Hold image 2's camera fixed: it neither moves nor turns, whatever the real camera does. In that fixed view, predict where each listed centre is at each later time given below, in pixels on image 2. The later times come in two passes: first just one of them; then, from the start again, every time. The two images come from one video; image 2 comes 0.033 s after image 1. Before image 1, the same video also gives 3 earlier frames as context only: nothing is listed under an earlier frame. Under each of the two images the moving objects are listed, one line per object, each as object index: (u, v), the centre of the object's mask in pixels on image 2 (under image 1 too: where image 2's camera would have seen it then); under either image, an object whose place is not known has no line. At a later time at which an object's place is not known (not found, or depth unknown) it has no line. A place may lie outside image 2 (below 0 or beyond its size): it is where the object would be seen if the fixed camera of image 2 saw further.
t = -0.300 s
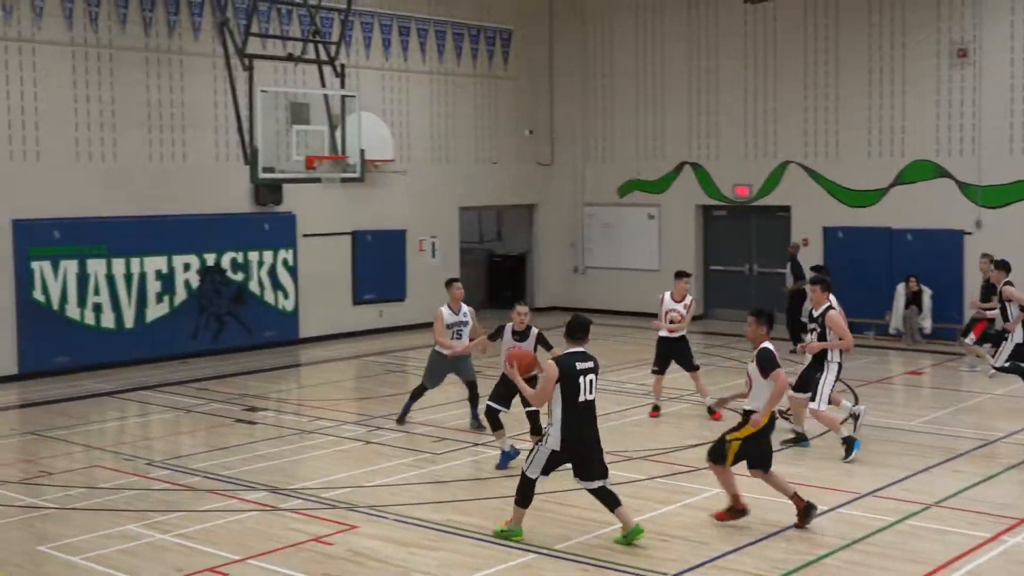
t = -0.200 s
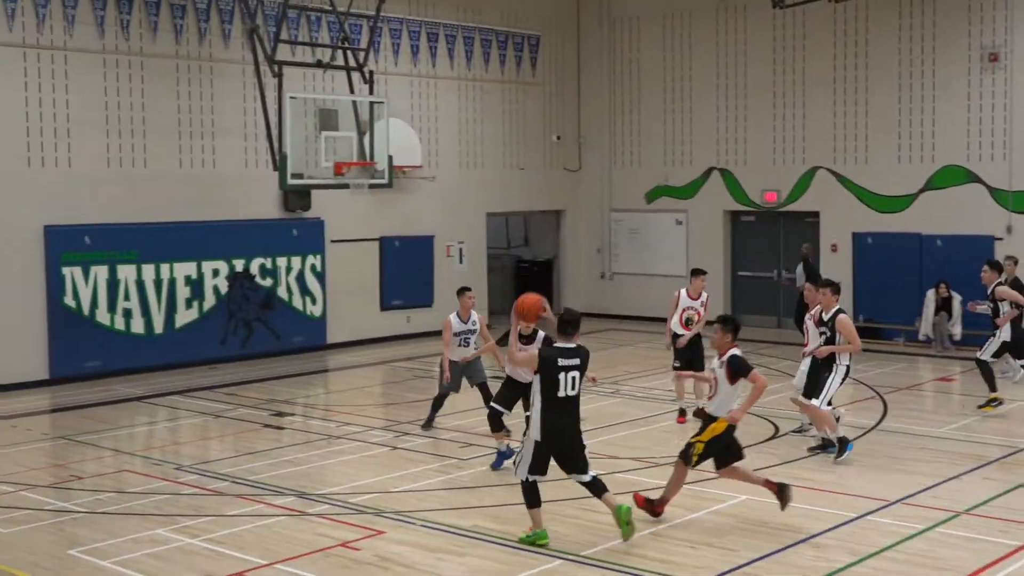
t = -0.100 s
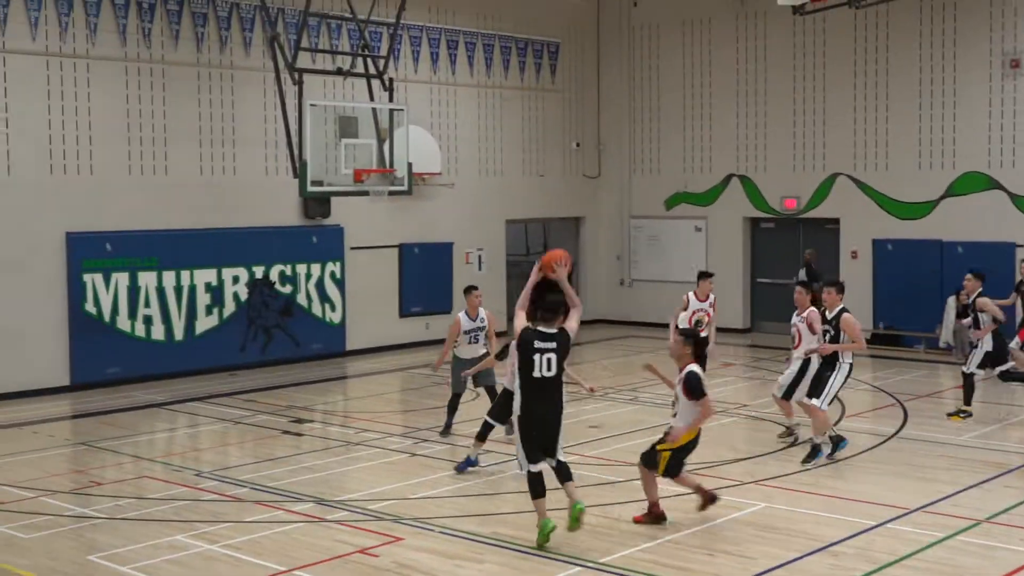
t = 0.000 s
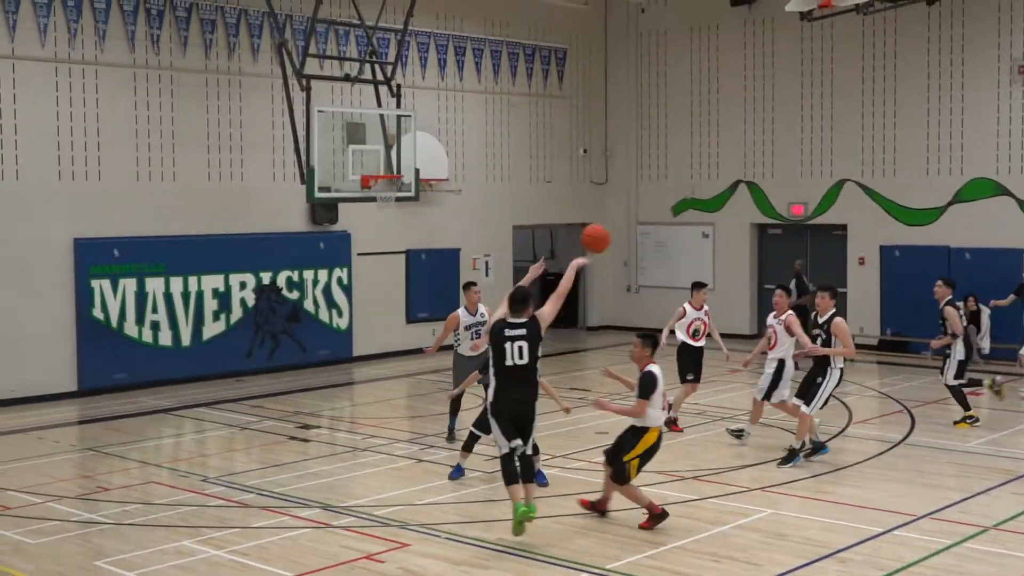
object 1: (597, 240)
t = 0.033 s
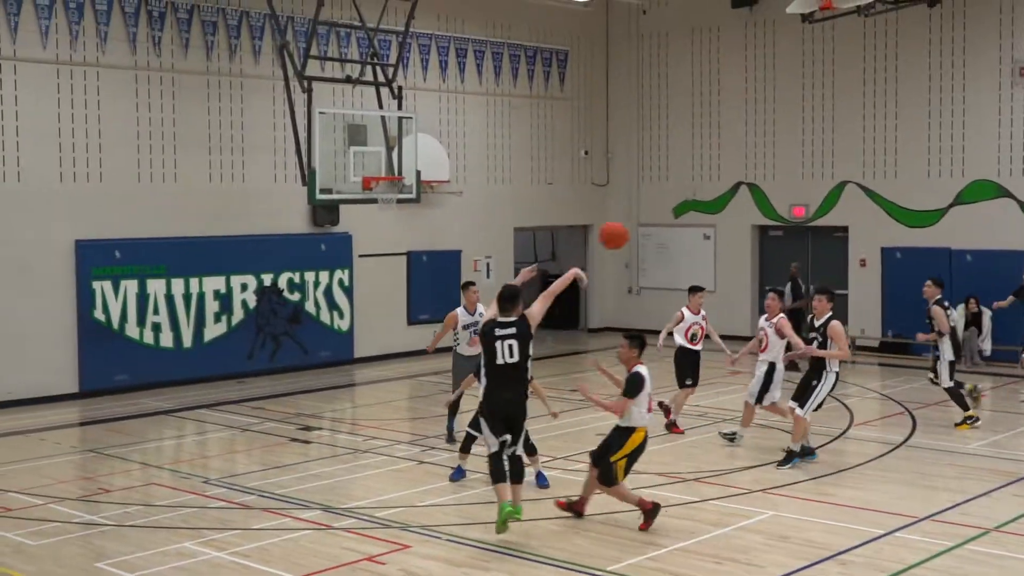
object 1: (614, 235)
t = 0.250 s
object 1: (713, 233)
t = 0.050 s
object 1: (622, 233)
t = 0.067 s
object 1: (630, 231)
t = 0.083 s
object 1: (638, 230)
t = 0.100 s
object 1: (645, 229)
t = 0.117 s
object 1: (653, 229)
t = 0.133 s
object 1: (661, 228)
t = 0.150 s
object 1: (669, 228)
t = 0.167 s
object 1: (676, 228)
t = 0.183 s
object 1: (684, 228)
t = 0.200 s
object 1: (691, 229)
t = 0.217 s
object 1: (698, 230)
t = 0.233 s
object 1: (706, 232)
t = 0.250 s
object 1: (713, 233)
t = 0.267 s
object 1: (719, 235)
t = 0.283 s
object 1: (726, 237)
